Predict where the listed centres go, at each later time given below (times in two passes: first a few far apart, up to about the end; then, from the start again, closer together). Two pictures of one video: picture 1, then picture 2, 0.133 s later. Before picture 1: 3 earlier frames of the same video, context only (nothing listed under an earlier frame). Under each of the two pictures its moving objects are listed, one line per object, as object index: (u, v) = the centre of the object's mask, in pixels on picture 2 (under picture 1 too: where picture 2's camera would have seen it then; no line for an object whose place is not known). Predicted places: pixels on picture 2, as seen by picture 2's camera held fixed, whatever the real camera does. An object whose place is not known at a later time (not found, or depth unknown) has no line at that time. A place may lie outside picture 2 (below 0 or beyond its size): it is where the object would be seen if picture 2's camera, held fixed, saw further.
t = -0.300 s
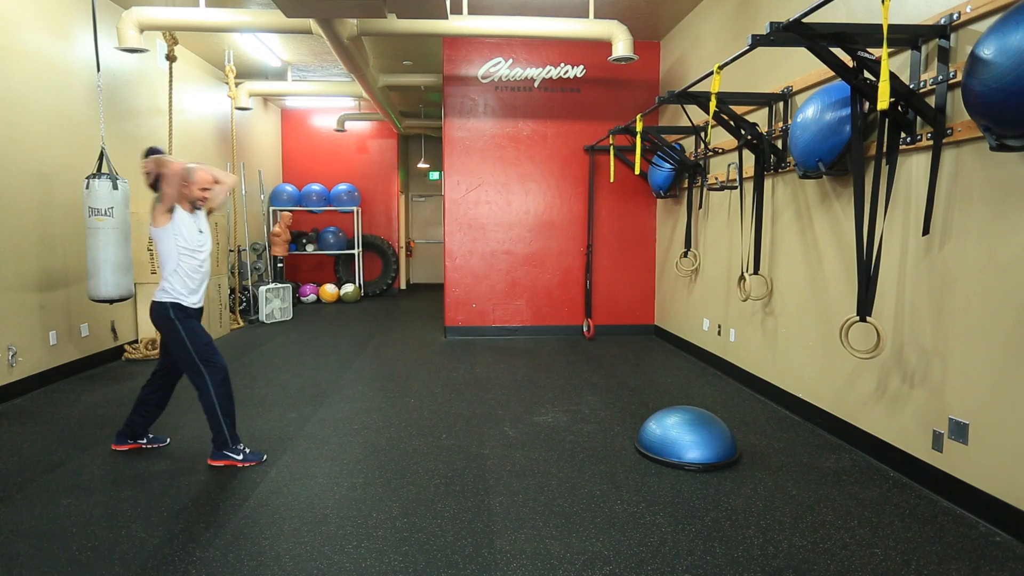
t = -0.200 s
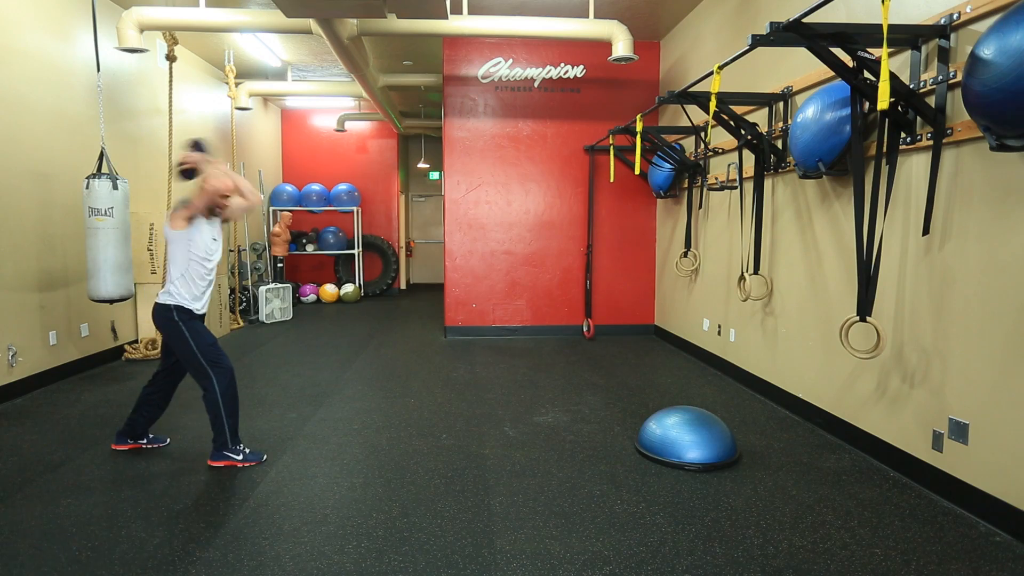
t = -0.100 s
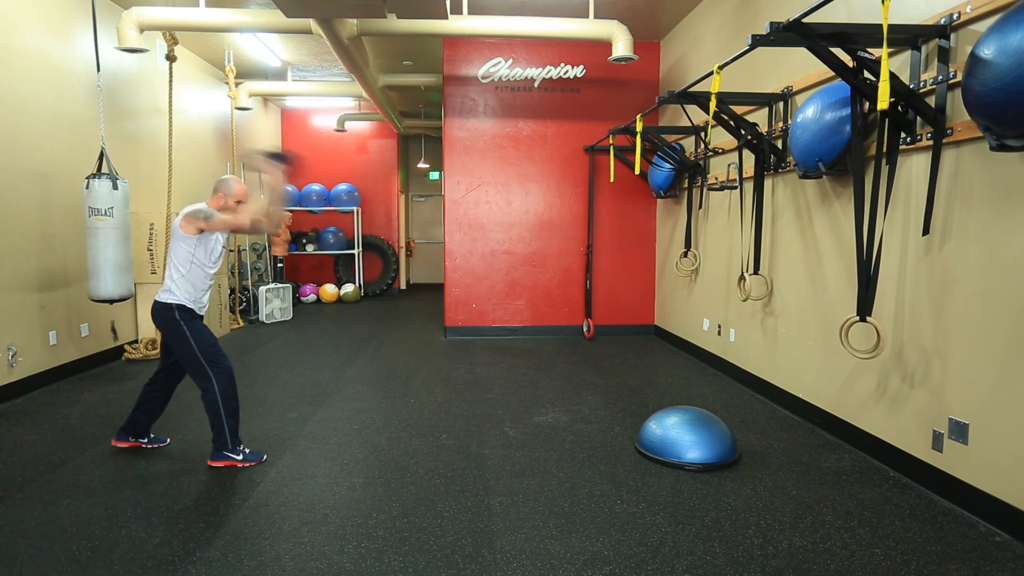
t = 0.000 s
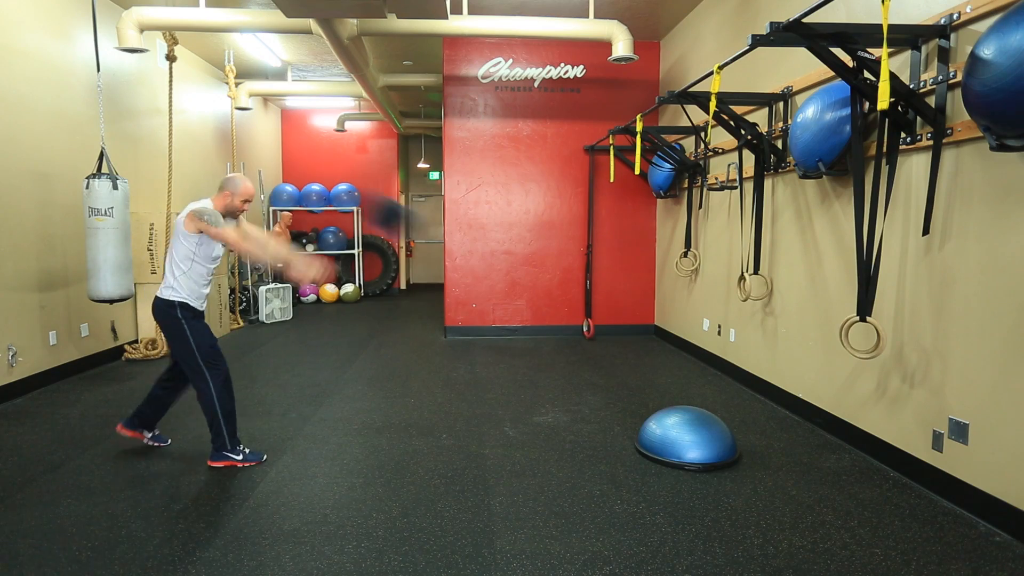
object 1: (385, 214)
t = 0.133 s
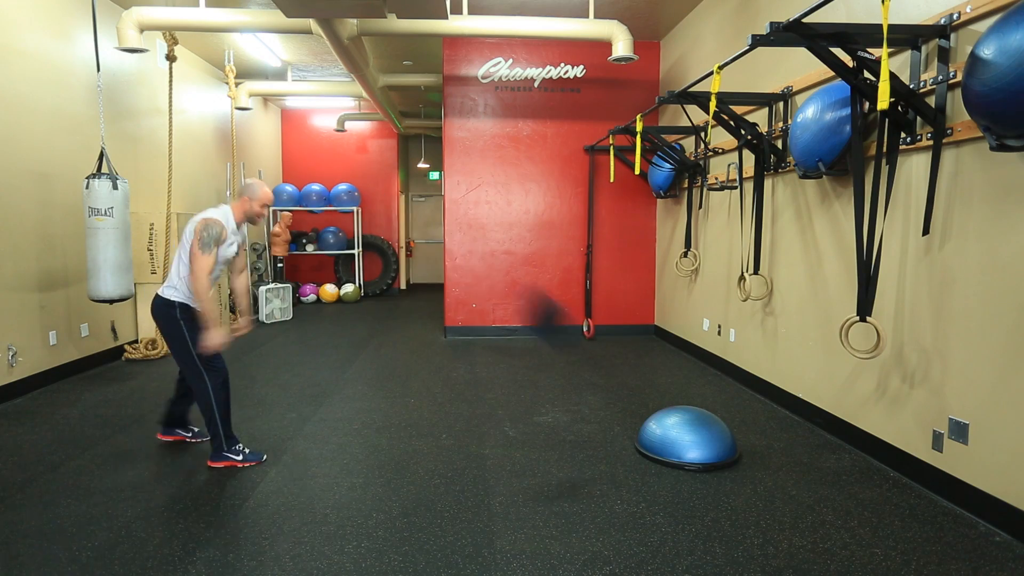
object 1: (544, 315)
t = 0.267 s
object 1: (683, 432)
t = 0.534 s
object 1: (670, 343)
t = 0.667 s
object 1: (656, 334)
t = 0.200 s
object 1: (624, 382)
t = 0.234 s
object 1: (654, 406)
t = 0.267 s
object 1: (683, 432)
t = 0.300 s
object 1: (688, 424)
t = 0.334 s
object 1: (685, 410)
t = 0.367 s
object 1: (682, 394)
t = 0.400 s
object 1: (682, 382)
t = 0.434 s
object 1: (680, 370)
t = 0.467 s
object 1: (675, 360)
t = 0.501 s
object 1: (672, 351)
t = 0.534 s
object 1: (670, 343)
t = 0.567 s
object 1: (668, 338)
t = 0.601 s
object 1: (664, 334)
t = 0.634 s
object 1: (660, 333)
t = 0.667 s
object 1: (656, 334)
